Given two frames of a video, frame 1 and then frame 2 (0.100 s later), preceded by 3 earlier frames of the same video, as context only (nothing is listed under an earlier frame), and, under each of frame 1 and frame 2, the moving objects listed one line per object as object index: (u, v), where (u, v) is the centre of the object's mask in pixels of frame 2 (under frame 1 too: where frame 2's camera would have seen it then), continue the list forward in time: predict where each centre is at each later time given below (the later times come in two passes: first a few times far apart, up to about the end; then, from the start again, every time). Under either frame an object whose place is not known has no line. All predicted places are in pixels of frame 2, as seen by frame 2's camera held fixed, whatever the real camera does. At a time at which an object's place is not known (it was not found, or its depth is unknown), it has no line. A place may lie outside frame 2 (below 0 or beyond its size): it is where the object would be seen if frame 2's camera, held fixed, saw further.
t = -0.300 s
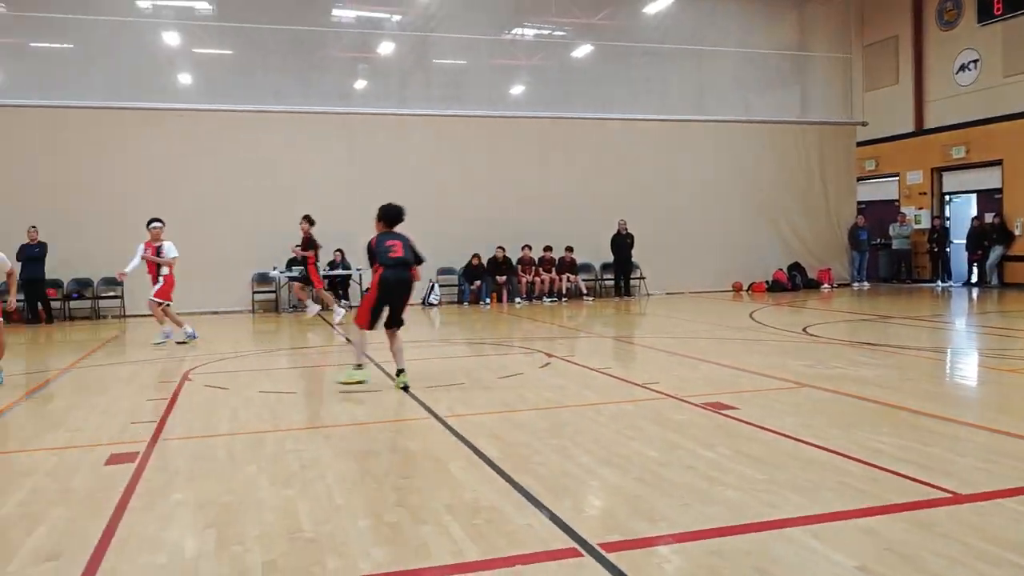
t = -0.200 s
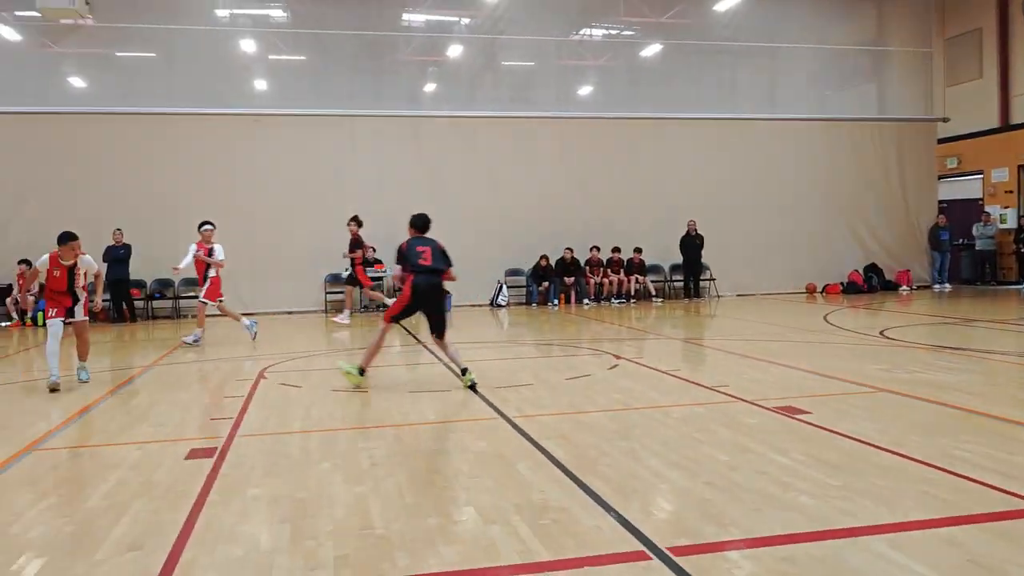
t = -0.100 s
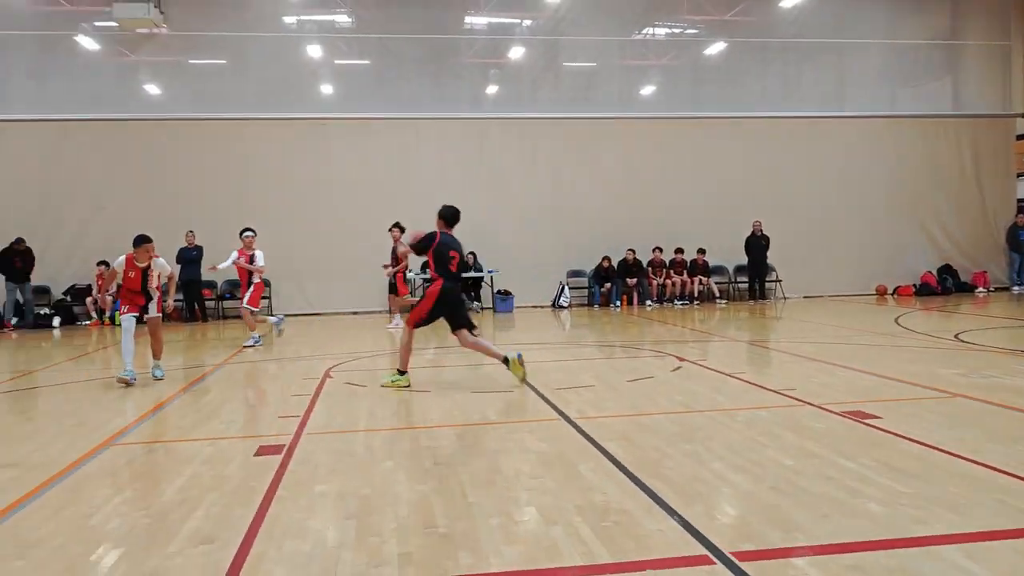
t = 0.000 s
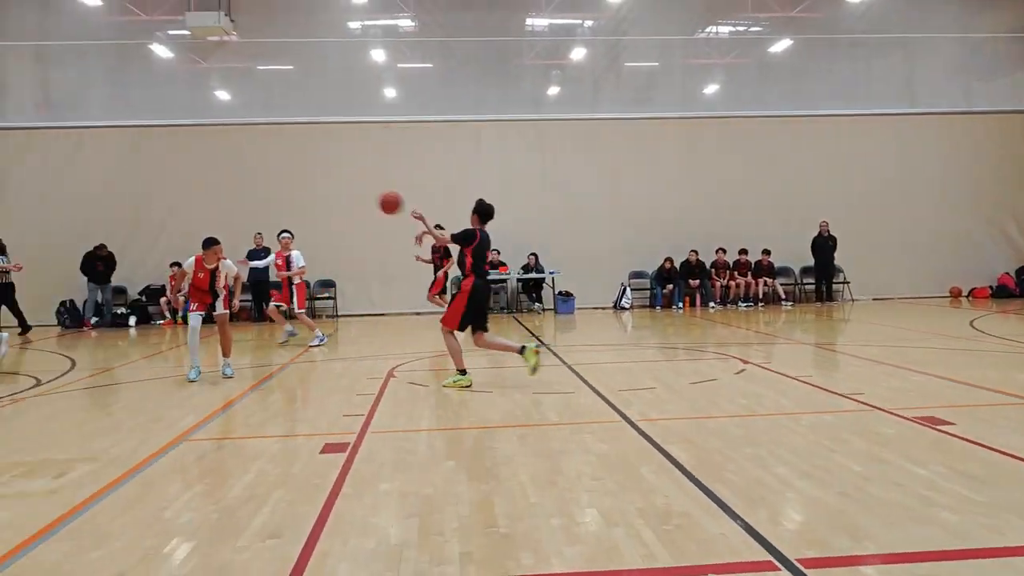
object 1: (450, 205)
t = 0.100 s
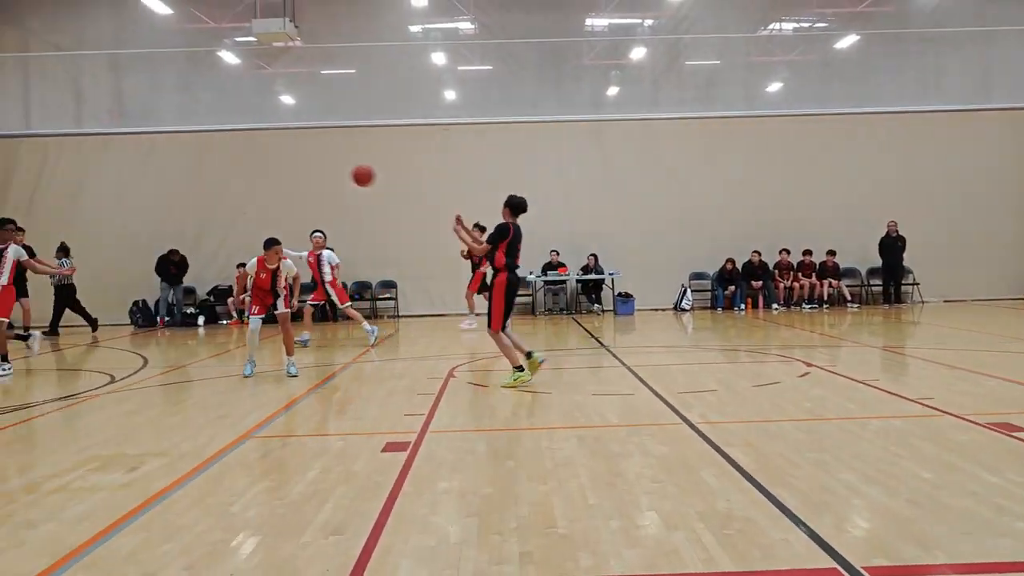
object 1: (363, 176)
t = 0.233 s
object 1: (265, 153)
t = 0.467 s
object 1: (131, 151)
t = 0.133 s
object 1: (337, 168)
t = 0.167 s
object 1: (311, 162)
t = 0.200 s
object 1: (288, 157)
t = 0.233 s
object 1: (265, 153)
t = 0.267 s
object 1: (243, 150)
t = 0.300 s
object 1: (223, 148)
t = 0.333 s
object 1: (203, 147)
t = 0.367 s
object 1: (184, 147)
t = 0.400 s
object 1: (165, 147)
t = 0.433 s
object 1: (148, 148)
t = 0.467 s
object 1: (131, 151)
